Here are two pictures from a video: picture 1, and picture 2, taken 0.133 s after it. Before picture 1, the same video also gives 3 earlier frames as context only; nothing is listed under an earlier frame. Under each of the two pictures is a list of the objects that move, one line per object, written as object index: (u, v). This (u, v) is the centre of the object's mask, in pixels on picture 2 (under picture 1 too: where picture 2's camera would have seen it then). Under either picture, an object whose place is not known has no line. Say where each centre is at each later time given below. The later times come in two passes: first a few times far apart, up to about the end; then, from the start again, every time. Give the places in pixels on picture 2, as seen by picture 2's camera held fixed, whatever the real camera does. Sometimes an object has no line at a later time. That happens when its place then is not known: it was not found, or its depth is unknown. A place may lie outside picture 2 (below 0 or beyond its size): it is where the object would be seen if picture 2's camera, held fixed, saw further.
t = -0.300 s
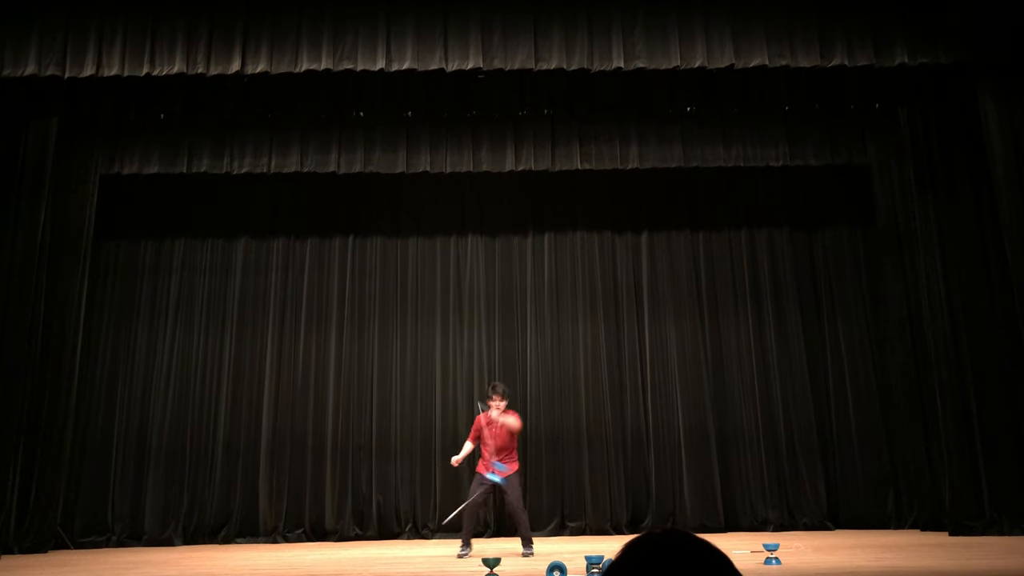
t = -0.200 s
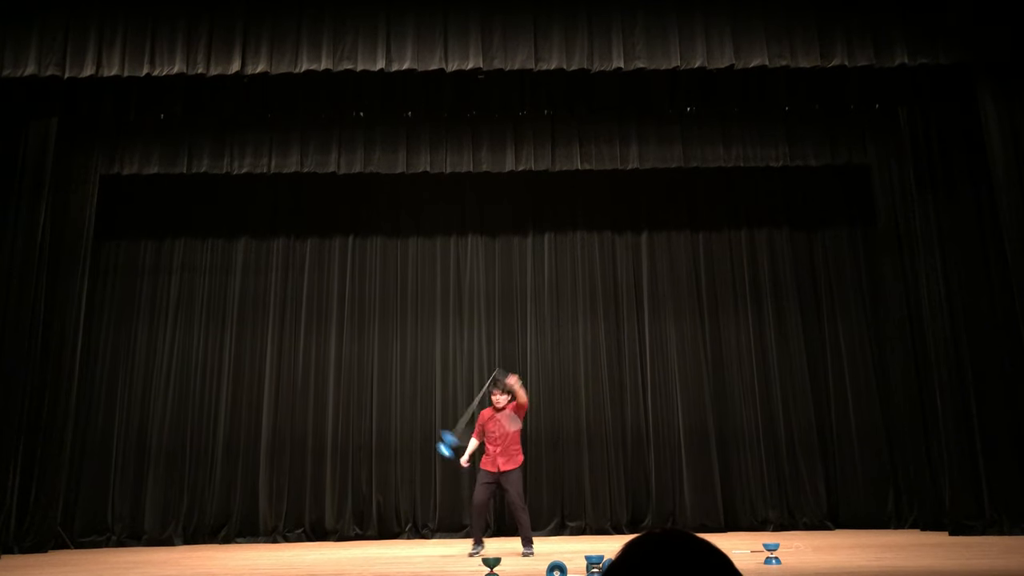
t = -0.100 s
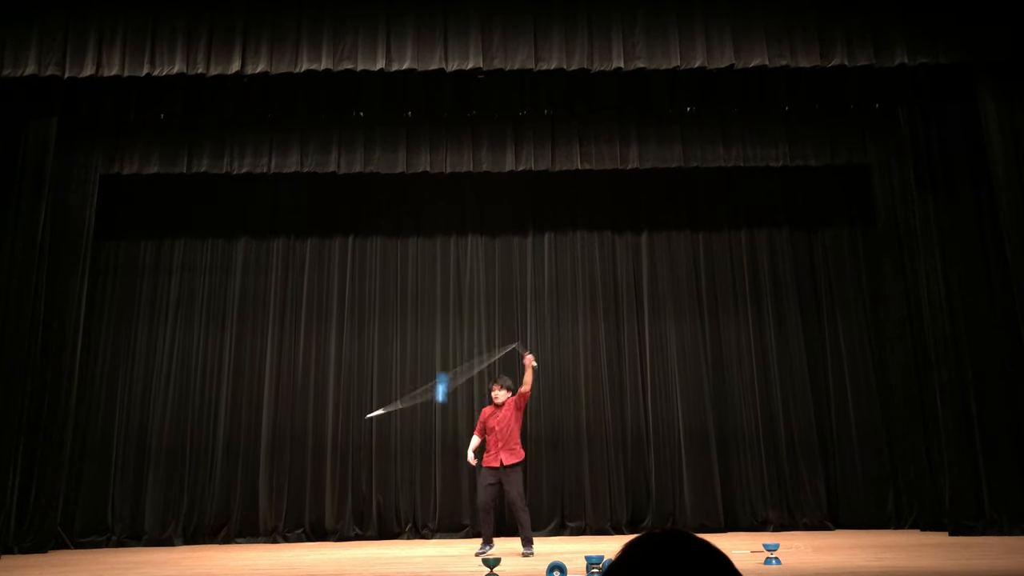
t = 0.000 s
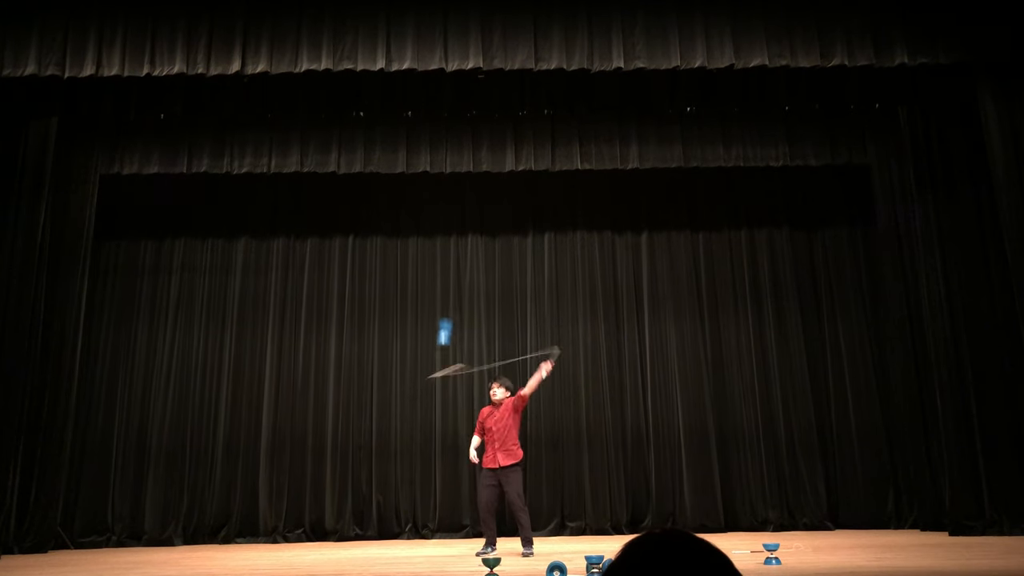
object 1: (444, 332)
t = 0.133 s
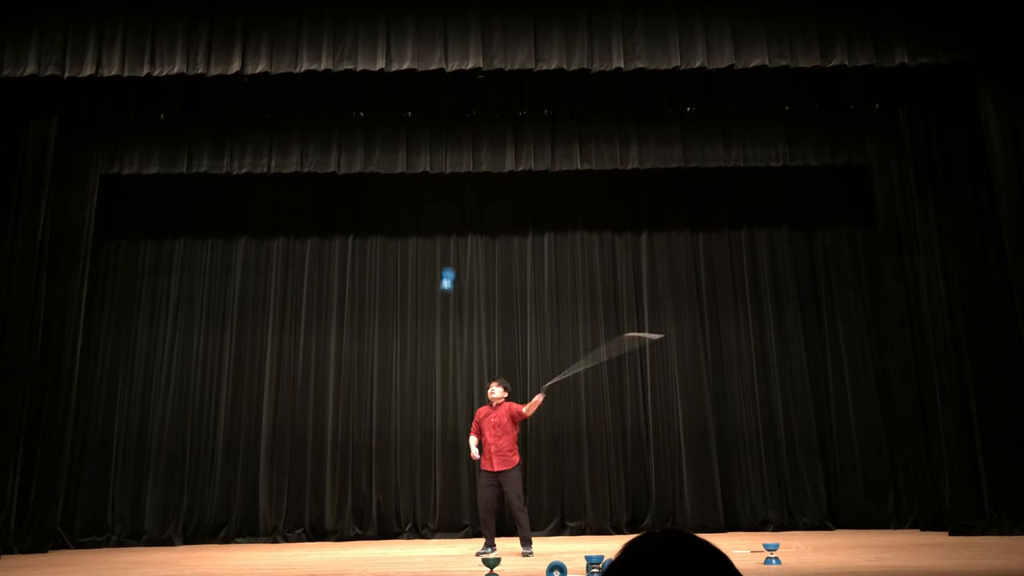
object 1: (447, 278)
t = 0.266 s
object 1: (451, 245)
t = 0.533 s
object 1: (457, 235)
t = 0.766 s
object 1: (463, 283)
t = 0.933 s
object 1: (468, 352)
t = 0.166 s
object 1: (448, 268)
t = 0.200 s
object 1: (449, 259)
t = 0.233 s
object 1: (450, 252)
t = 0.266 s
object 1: (451, 245)
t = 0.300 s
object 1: (452, 240)
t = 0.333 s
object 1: (452, 236)
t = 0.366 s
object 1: (453, 234)
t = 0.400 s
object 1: (454, 232)
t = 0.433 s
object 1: (455, 231)
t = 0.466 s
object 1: (455, 231)
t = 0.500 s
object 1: (456, 233)
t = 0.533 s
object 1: (457, 235)
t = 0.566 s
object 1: (458, 239)
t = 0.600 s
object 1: (458, 243)
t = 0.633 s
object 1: (459, 249)
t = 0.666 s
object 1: (460, 256)
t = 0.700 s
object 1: (461, 264)
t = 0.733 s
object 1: (462, 273)
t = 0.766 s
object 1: (463, 283)
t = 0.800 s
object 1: (464, 295)
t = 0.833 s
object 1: (465, 307)
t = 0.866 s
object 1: (466, 321)
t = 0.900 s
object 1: (467, 336)
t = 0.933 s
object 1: (468, 352)
